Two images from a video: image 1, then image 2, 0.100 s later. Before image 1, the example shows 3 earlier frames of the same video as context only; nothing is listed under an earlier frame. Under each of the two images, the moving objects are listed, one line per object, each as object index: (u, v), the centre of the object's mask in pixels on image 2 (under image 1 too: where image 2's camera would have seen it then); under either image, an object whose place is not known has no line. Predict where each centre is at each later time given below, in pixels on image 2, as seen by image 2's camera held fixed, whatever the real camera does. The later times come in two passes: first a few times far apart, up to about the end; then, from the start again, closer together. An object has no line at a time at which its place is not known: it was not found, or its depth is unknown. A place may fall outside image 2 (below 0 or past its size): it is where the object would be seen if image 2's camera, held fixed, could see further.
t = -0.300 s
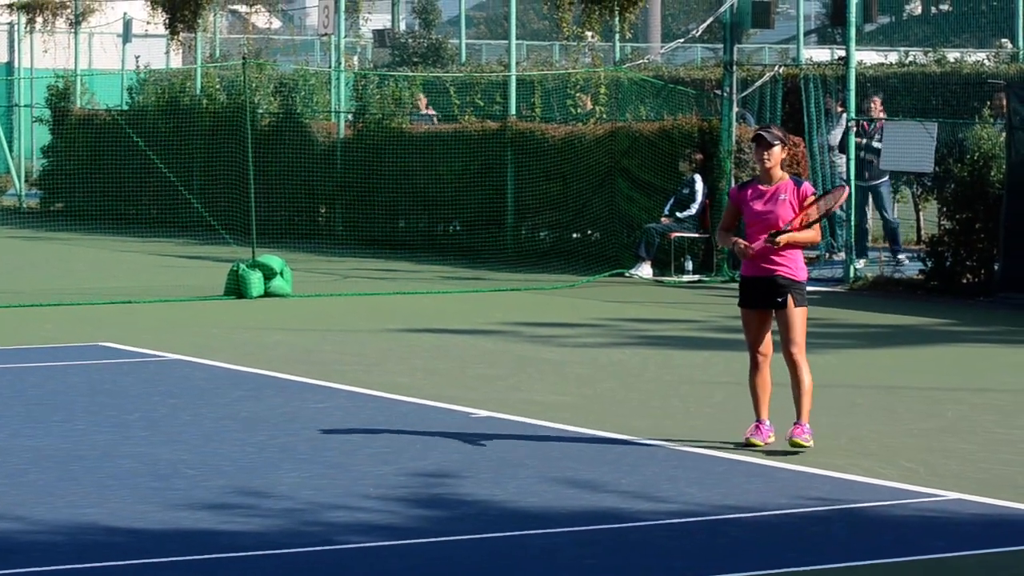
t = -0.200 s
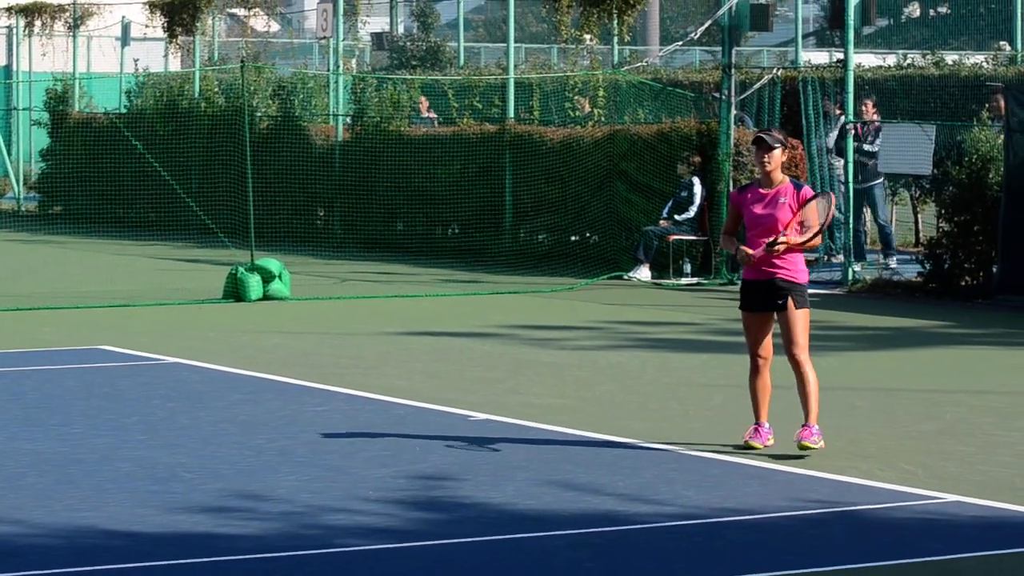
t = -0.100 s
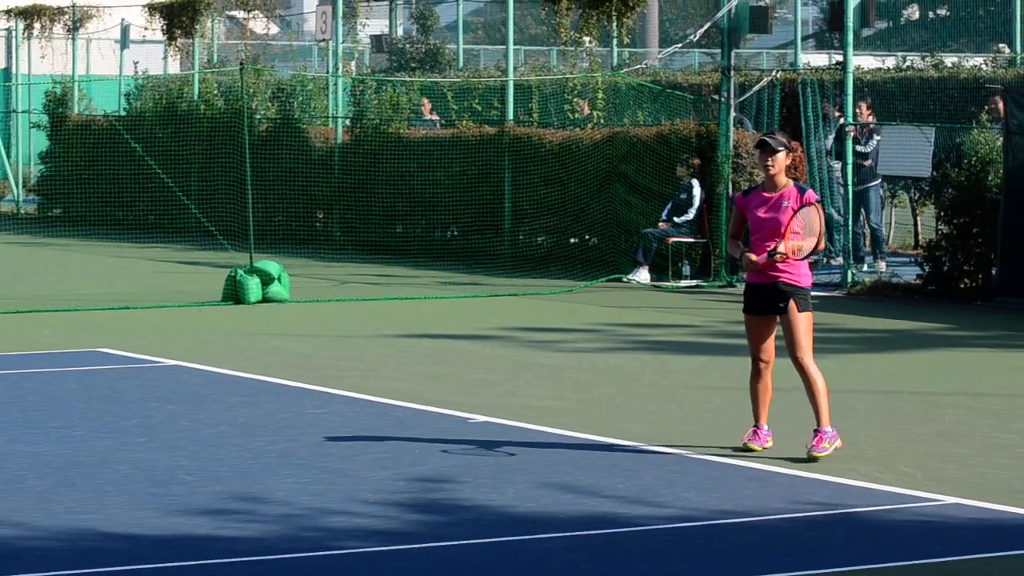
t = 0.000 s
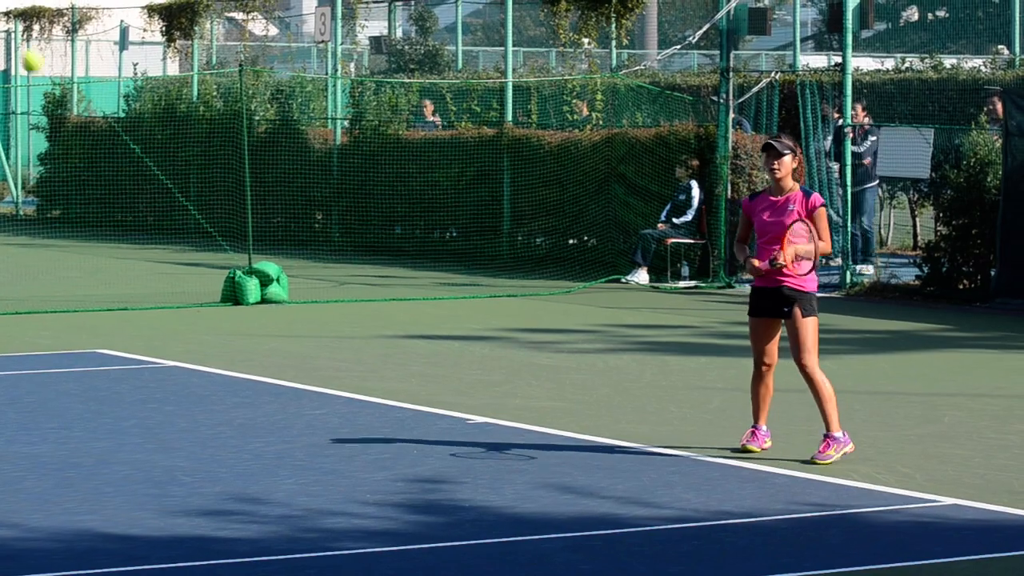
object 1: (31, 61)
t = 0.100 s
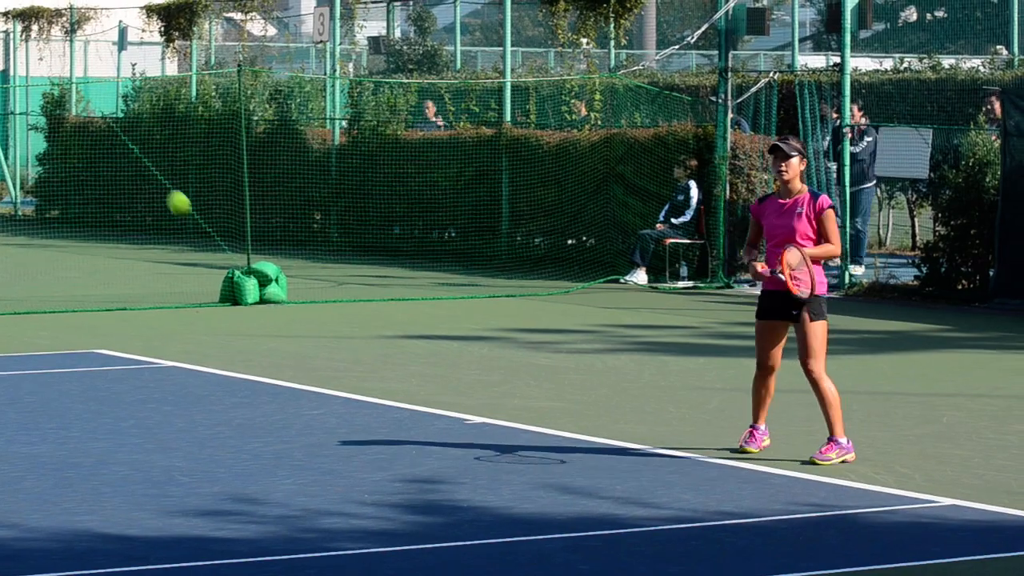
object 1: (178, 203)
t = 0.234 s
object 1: (346, 407)
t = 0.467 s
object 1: (514, 365)
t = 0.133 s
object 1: (223, 251)
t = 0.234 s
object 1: (346, 407)
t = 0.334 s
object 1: (448, 536)
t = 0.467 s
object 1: (514, 365)
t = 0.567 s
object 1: (559, 272)
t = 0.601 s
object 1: (574, 247)
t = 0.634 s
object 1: (589, 226)
